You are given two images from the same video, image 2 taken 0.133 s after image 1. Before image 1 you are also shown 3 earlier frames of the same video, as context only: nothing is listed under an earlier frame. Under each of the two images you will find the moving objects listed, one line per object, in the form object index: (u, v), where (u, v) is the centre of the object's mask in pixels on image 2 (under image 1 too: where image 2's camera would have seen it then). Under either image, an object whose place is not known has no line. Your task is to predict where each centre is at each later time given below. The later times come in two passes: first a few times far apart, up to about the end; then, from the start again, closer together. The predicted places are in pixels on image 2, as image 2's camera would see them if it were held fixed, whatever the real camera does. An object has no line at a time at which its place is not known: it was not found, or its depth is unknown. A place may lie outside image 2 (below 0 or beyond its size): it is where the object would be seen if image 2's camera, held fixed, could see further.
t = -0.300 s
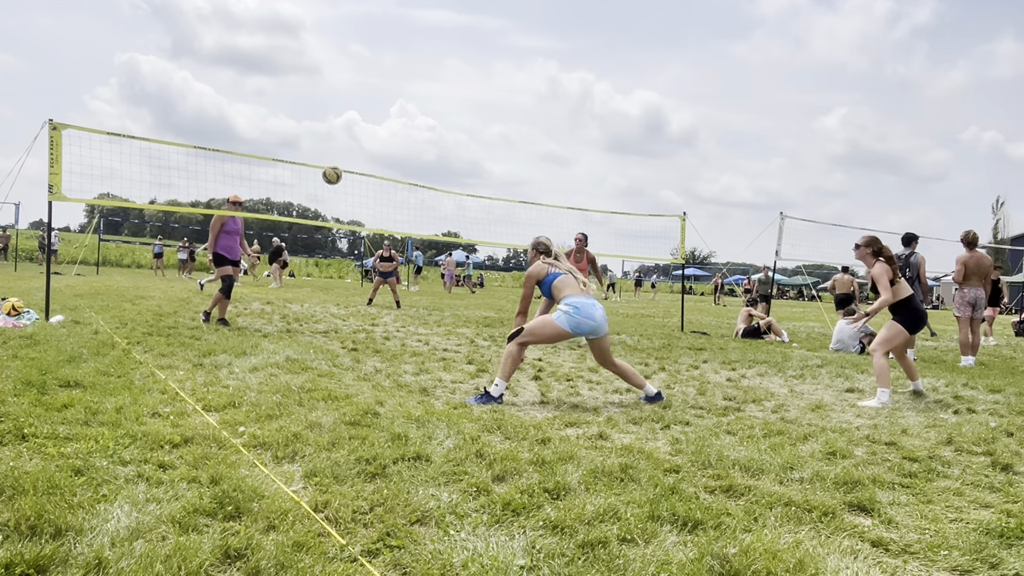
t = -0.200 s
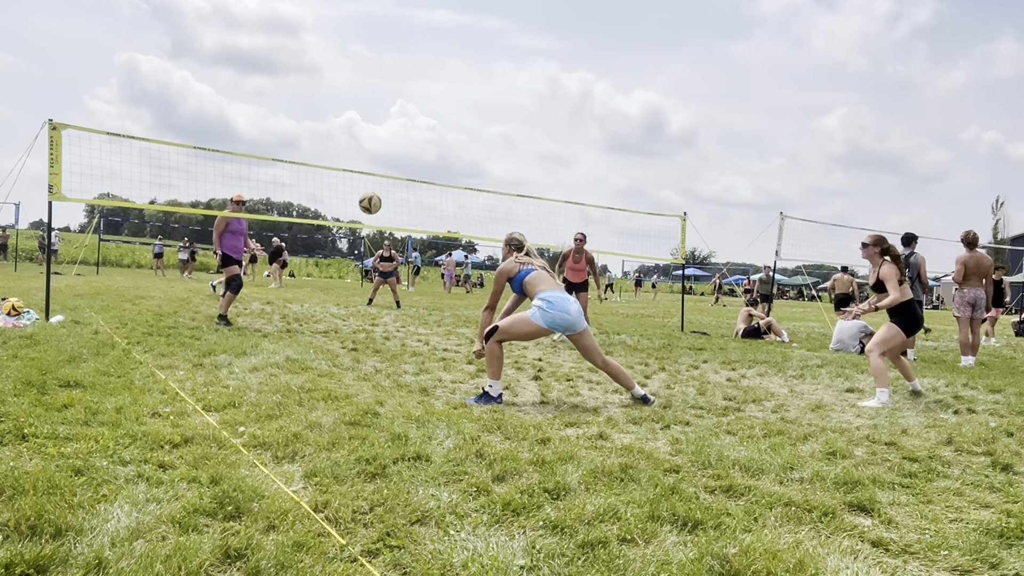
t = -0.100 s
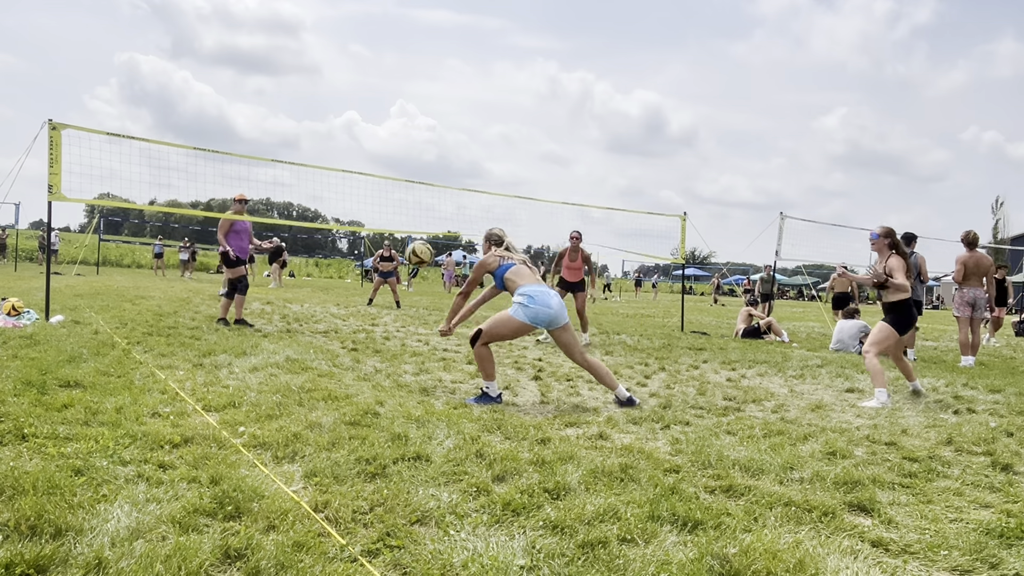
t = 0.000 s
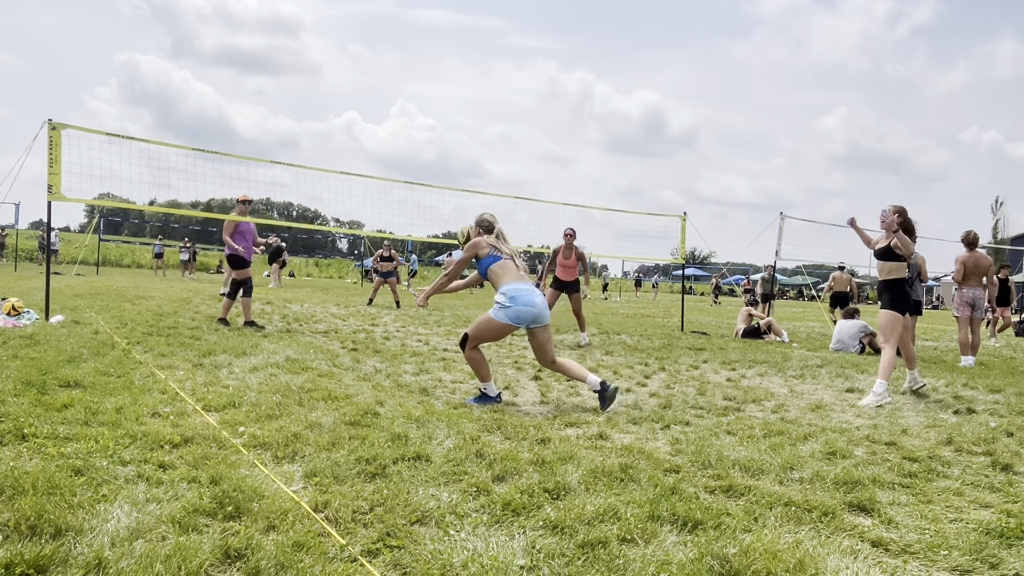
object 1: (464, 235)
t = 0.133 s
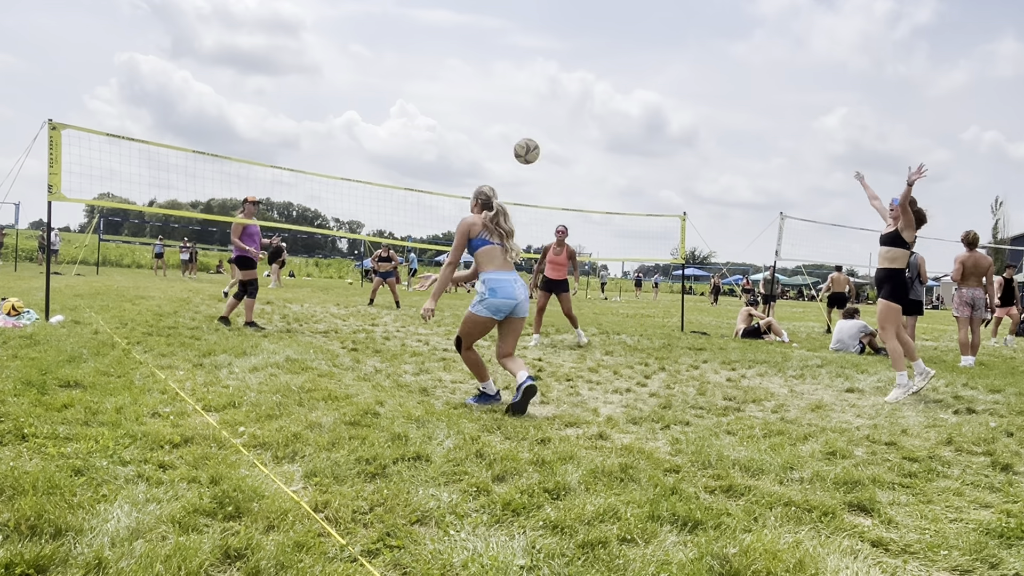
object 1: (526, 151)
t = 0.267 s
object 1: (576, 96)
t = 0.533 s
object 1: (663, 60)
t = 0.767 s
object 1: (726, 87)
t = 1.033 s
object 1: (786, 169)
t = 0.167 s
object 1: (539, 135)
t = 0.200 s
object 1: (552, 120)
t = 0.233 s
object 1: (564, 108)
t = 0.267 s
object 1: (576, 96)
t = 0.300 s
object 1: (588, 87)
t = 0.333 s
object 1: (600, 79)
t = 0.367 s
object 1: (611, 73)
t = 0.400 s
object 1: (622, 68)
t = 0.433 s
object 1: (633, 64)
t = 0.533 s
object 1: (663, 60)
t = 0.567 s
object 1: (673, 60)
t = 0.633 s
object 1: (692, 65)
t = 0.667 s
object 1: (701, 69)
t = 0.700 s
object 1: (710, 74)
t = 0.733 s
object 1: (718, 80)
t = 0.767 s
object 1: (726, 87)
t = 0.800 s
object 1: (734, 94)
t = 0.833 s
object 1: (742, 103)
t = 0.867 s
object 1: (750, 112)
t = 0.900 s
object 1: (757, 122)
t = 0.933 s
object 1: (765, 133)
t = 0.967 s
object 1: (772, 144)
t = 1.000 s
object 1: (779, 156)
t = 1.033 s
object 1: (786, 169)
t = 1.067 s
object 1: (793, 184)
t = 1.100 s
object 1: (799, 197)
